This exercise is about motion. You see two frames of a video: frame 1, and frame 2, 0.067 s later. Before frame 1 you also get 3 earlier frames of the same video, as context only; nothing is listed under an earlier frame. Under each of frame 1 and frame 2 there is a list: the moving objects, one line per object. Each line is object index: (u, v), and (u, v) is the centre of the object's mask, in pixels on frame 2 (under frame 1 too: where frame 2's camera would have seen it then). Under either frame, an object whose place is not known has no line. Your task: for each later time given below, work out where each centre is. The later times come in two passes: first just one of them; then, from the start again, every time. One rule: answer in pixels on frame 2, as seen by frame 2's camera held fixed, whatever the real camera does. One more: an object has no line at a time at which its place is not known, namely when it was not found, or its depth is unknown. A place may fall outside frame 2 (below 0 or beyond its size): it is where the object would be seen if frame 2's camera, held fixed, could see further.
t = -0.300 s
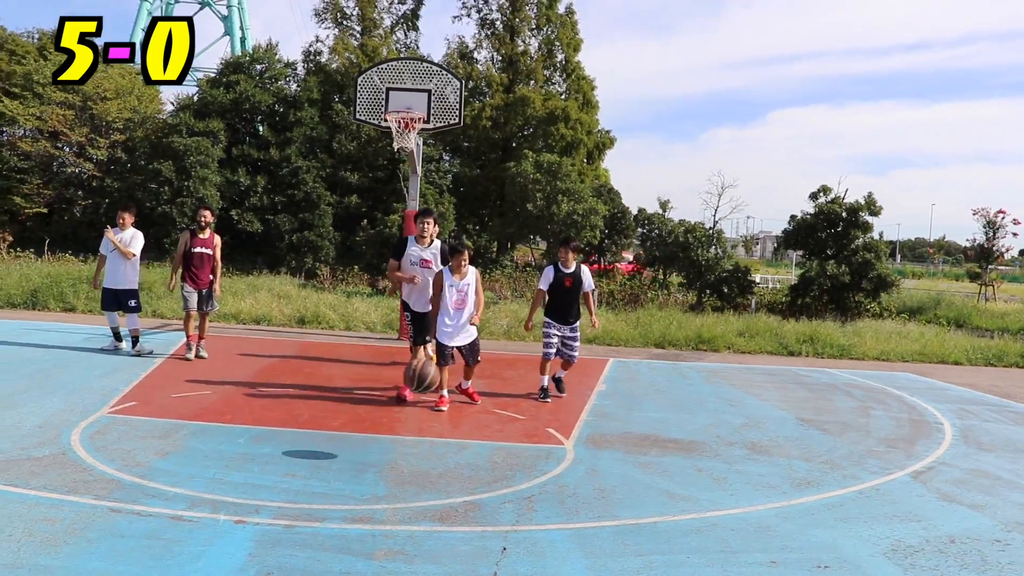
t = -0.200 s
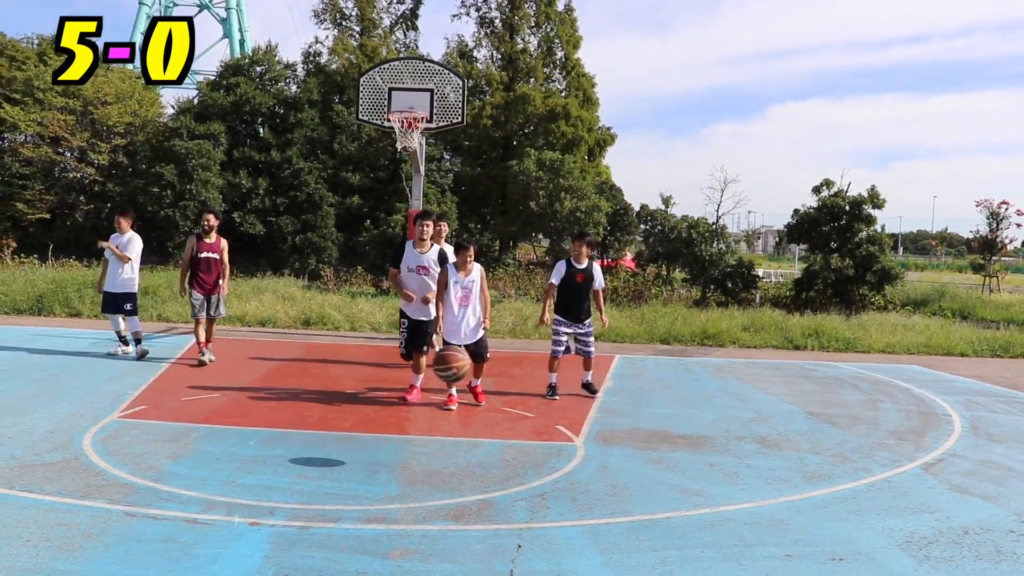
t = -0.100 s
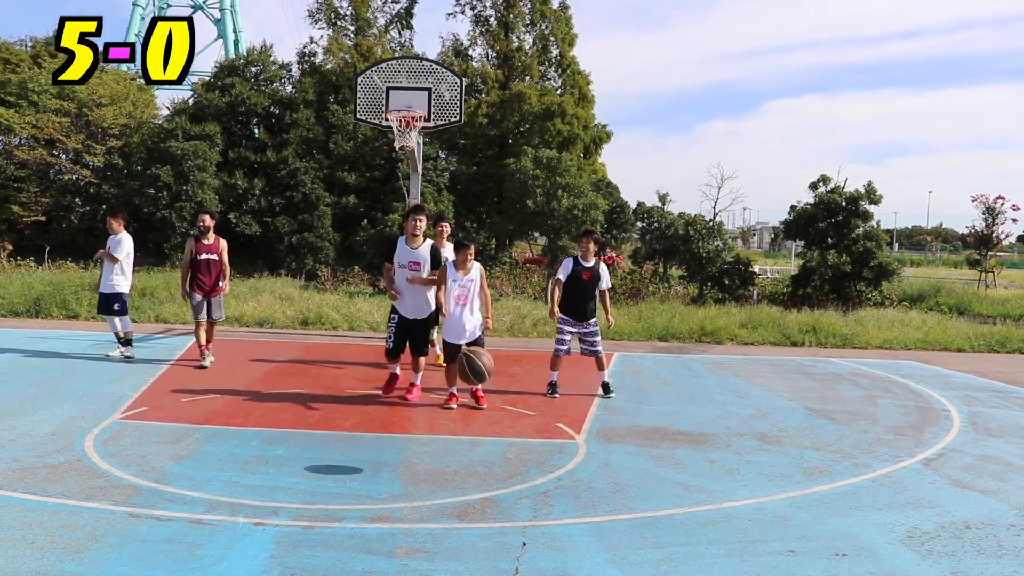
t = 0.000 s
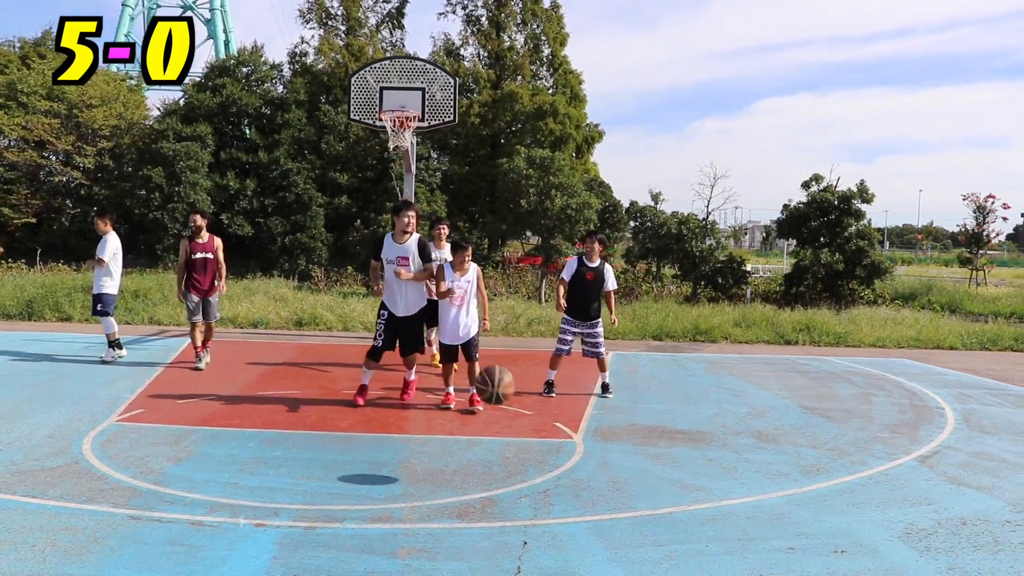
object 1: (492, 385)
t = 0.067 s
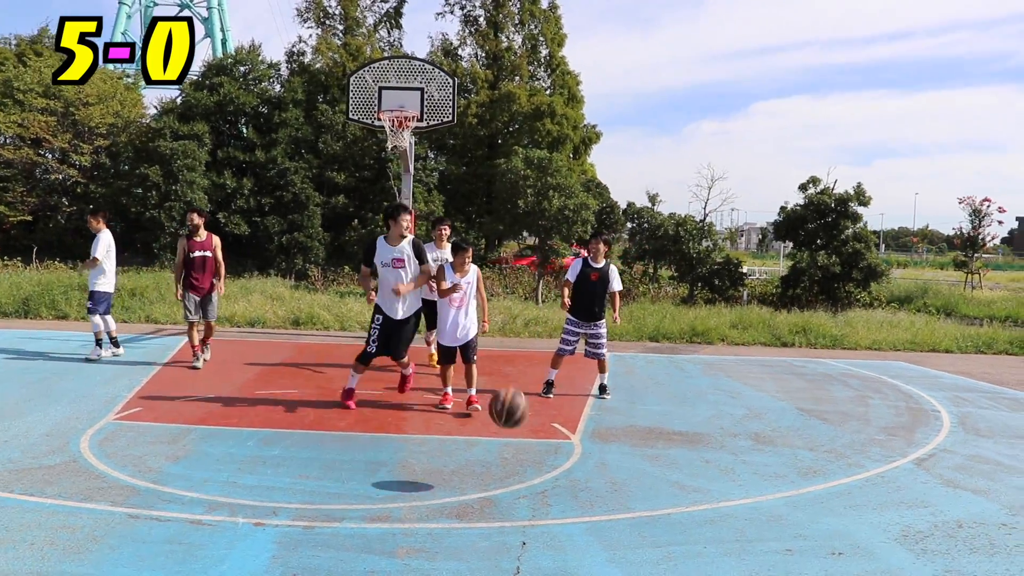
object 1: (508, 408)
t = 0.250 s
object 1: (553, 472)
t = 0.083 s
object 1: (512, 415)
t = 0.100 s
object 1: (516, 422)
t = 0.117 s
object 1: (521, 430)
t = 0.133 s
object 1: (524, 438)
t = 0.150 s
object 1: (529, 448)
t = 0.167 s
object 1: (532, 459)
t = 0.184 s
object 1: (536, 468)
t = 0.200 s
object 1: (540, 480)
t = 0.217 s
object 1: (544, 484)
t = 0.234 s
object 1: (549, 478)
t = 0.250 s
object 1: (553, 472)
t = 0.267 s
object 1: (558, 466)
